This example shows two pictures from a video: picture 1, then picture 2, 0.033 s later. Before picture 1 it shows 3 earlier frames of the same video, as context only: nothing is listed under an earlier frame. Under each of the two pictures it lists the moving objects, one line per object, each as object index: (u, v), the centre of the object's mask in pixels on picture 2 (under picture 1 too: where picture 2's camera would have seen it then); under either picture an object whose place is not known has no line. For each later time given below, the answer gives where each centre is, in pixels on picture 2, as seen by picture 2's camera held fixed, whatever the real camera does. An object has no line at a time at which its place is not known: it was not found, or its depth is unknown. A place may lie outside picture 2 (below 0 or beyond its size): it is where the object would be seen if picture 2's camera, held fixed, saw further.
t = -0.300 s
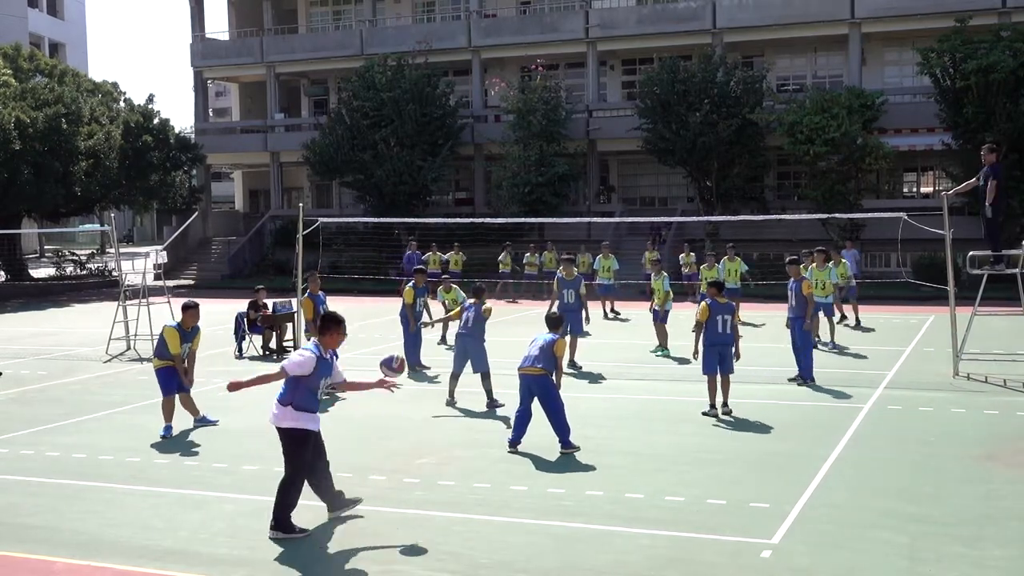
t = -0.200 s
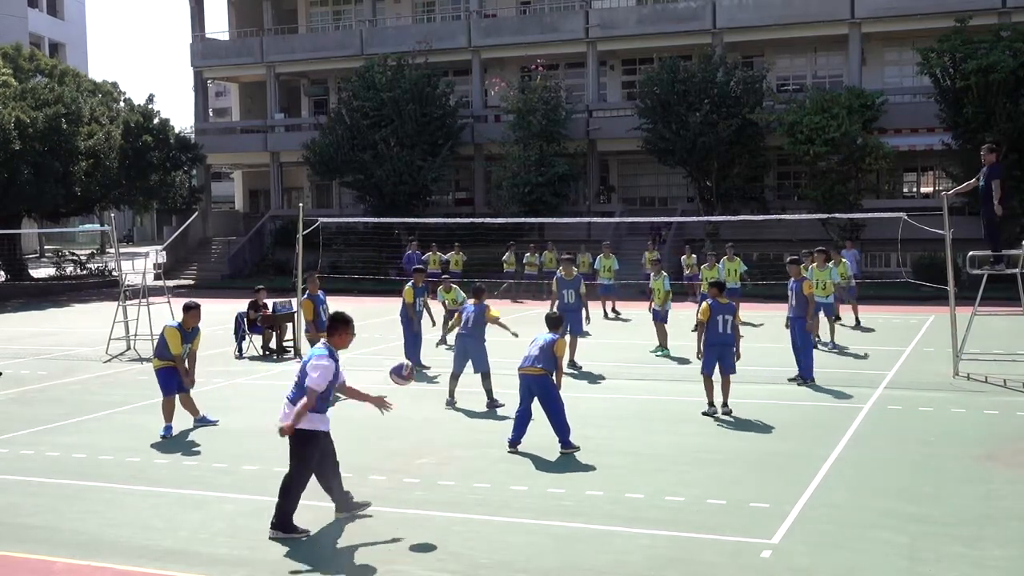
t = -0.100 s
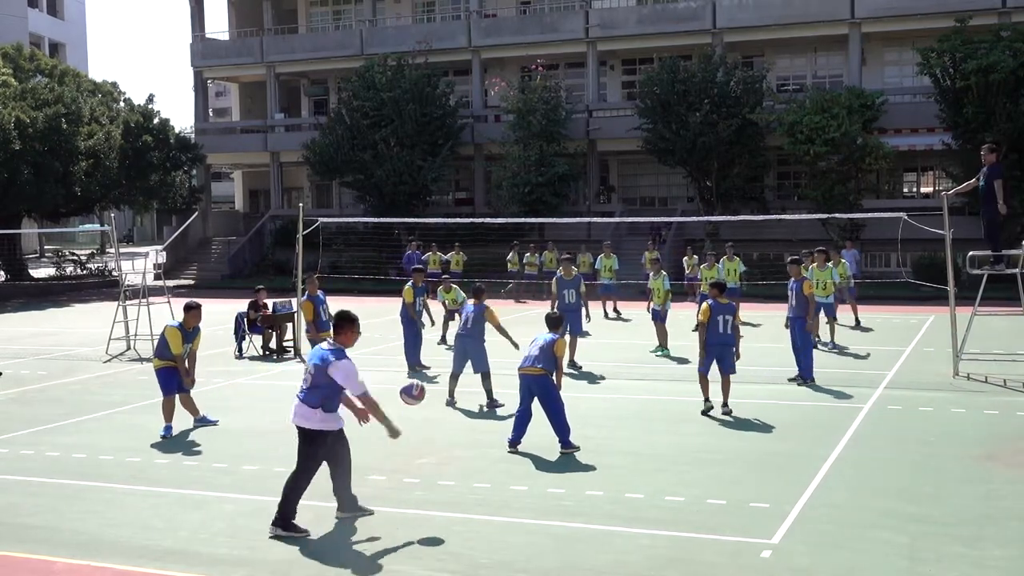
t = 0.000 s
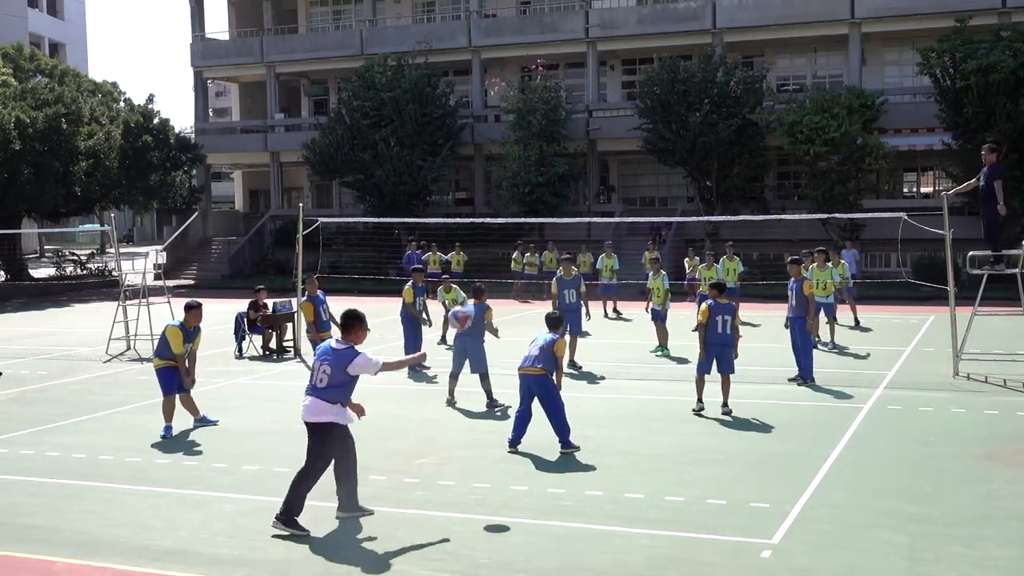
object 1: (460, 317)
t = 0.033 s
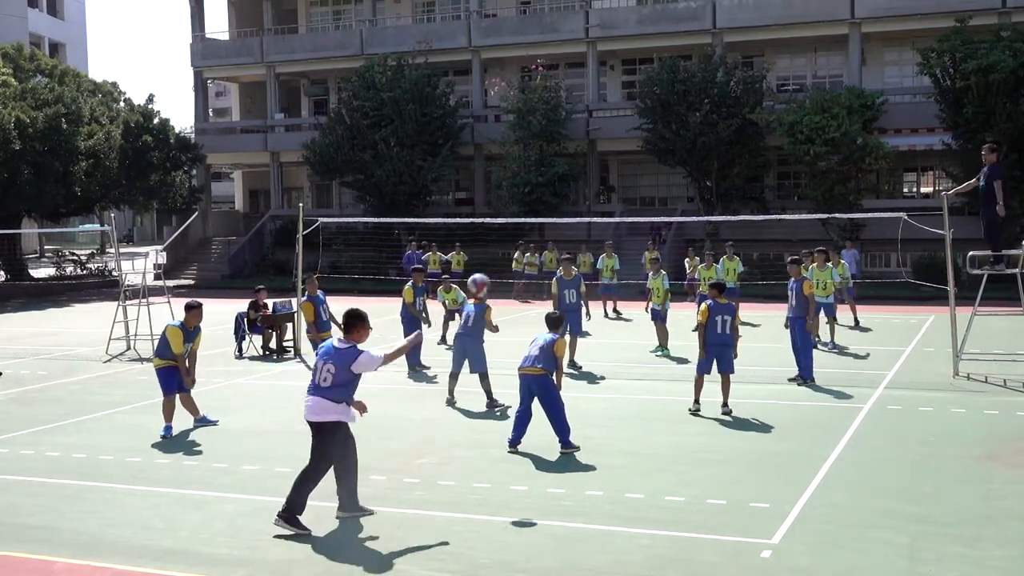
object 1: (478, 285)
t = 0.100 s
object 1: (513, 229)
